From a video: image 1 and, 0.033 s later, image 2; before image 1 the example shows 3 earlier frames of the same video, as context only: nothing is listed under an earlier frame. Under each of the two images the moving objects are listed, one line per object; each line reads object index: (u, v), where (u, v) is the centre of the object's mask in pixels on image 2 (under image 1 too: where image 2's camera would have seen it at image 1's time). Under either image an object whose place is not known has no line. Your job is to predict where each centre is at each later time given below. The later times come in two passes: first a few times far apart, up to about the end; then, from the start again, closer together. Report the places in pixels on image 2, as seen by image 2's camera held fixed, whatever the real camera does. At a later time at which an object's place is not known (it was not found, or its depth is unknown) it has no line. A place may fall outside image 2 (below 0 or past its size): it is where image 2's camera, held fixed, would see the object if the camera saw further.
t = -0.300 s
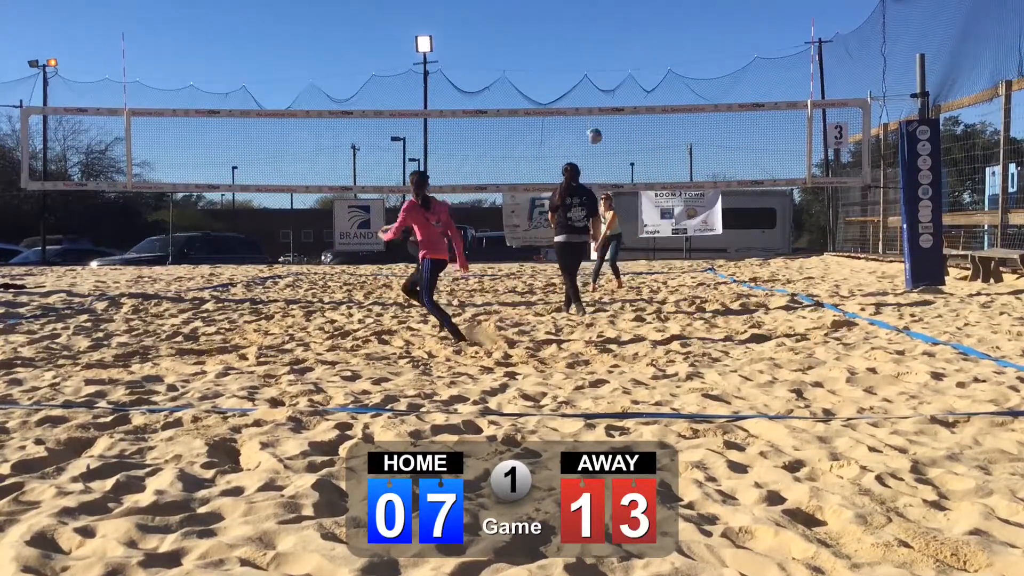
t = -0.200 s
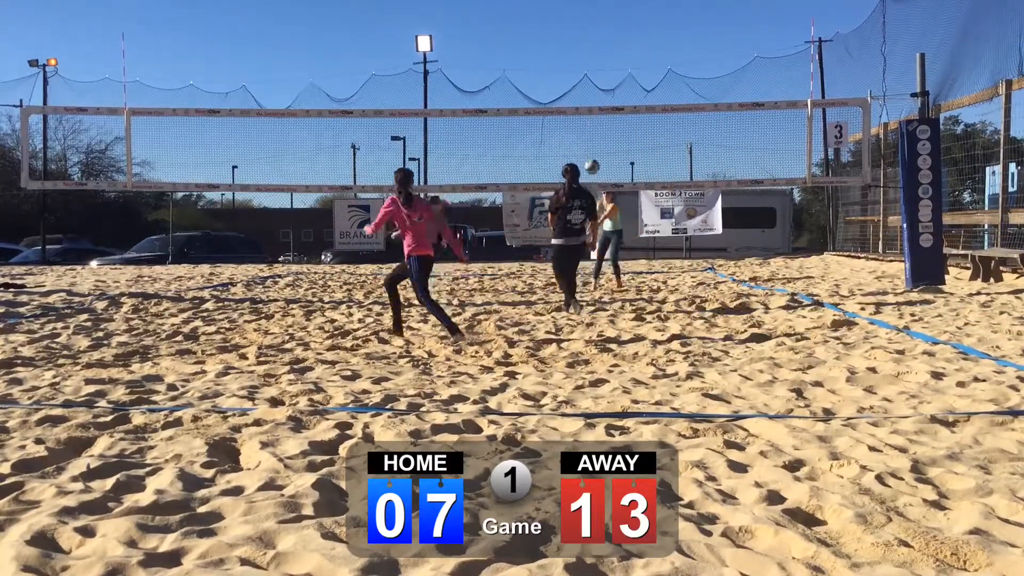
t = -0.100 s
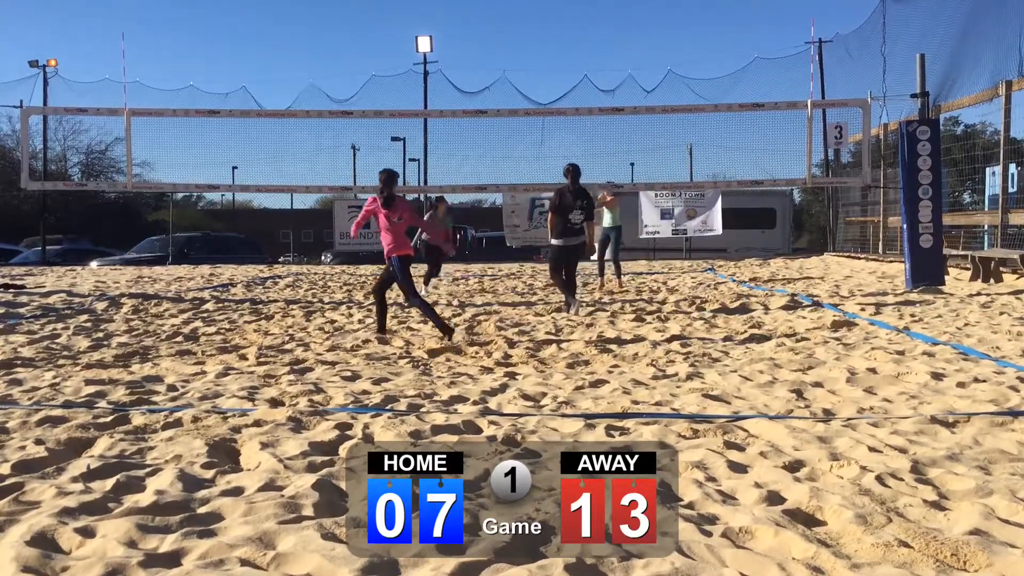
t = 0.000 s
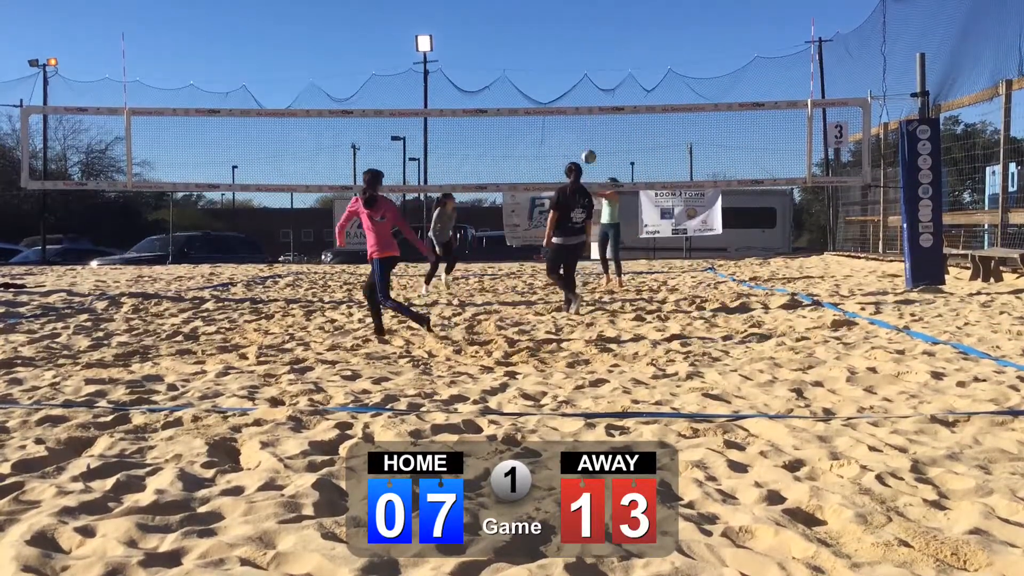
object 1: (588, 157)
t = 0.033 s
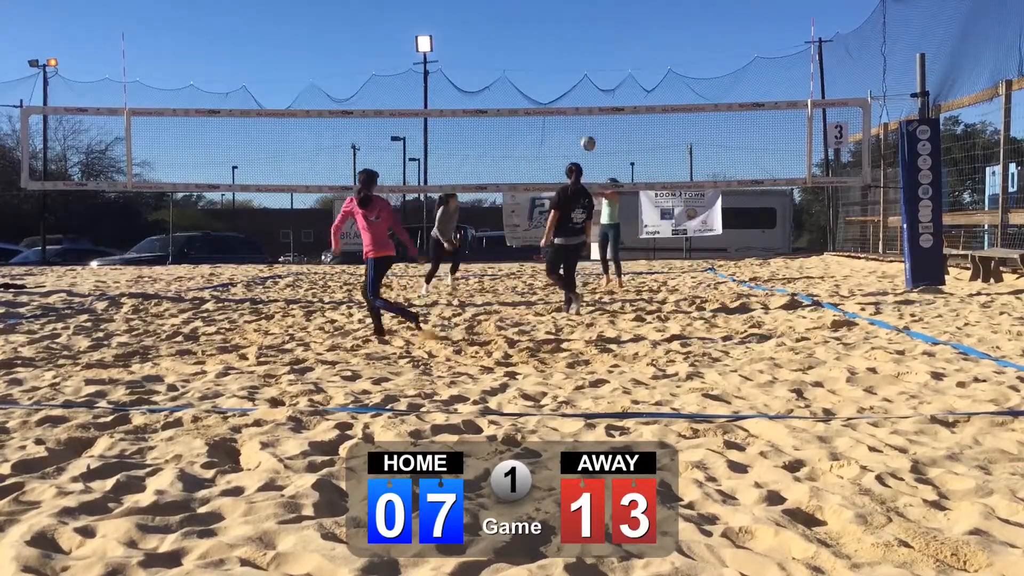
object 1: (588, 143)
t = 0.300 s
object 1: (581, 58)
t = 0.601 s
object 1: (573, 14)
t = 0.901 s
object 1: (563, 31)
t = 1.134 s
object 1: (554, 89)
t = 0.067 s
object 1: (587, 130)
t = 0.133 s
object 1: (586, 103)
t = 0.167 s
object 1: (585, 95)
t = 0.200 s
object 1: (584, 85)
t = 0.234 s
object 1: (583, 76)
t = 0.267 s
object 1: (583, 66)
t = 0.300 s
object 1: (581, 58)
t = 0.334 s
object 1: (581, 50)
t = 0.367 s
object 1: (580, 43)
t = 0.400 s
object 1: (579, 36)
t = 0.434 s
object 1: (578, 31)
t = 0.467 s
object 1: (577, 26)
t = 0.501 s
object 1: (576, 22)
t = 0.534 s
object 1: (575, 18)
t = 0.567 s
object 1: (574, 16)
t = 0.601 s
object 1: (573, 14)
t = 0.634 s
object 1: (572, 13)
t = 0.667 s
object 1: (571, 12)
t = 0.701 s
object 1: (570, 13)
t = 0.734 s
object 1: (568, 14)
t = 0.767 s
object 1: (568, 16)
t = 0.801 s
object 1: (566, 18)
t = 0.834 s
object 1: (565, 22)
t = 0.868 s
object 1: (564, 26)
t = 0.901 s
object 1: (563, 31)
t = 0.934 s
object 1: (562, 37)
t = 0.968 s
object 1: (561, 44)
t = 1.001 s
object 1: (559, 51)
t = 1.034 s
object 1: (558, 60)
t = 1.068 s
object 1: (557, 68)
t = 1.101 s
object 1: (555, 78)
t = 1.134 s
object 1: (554, 89)
